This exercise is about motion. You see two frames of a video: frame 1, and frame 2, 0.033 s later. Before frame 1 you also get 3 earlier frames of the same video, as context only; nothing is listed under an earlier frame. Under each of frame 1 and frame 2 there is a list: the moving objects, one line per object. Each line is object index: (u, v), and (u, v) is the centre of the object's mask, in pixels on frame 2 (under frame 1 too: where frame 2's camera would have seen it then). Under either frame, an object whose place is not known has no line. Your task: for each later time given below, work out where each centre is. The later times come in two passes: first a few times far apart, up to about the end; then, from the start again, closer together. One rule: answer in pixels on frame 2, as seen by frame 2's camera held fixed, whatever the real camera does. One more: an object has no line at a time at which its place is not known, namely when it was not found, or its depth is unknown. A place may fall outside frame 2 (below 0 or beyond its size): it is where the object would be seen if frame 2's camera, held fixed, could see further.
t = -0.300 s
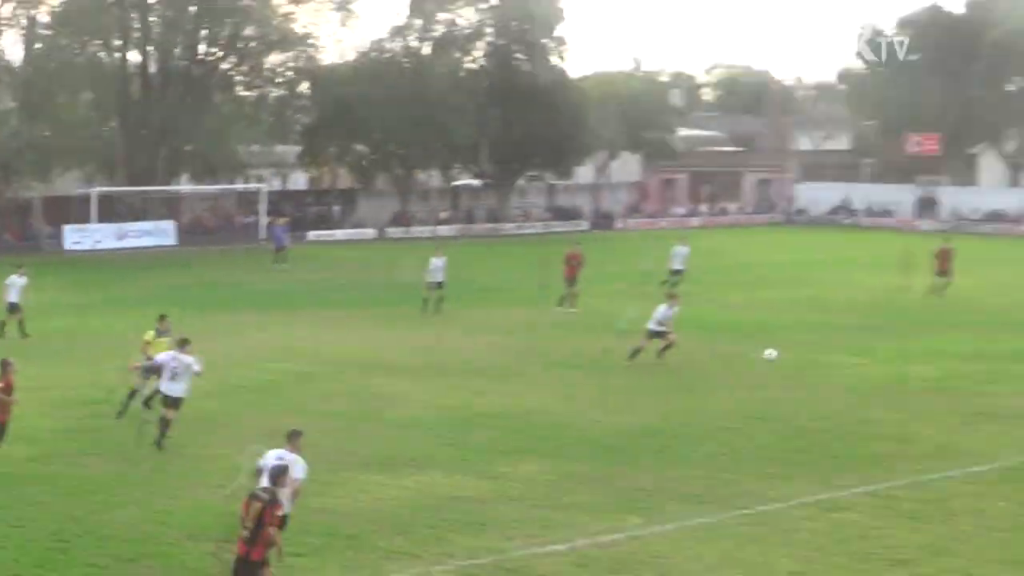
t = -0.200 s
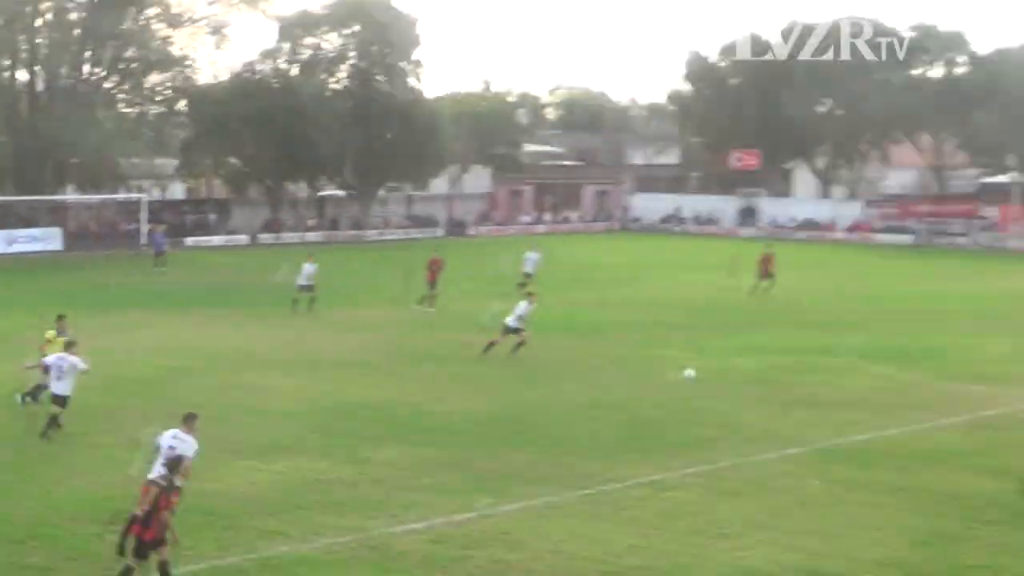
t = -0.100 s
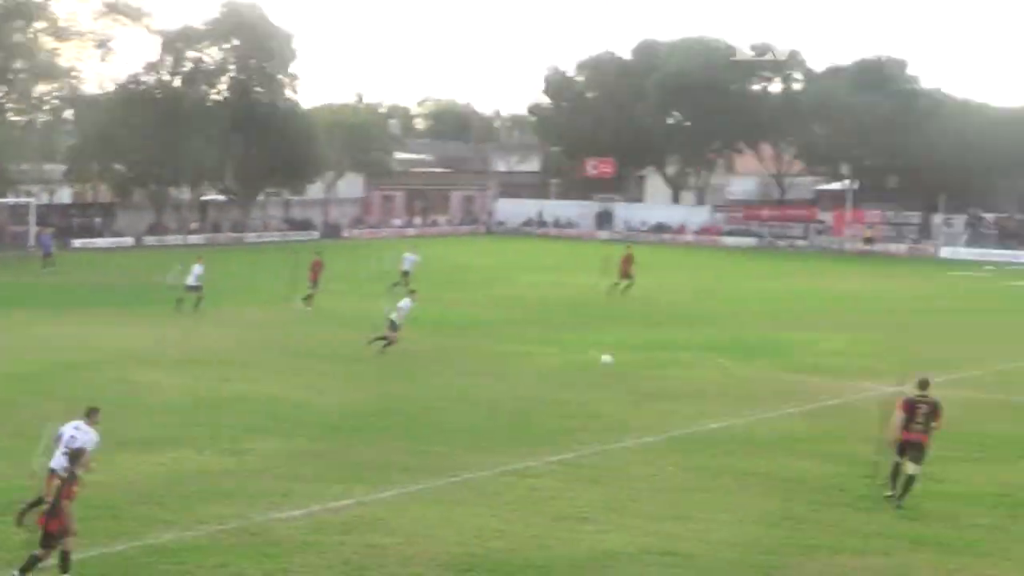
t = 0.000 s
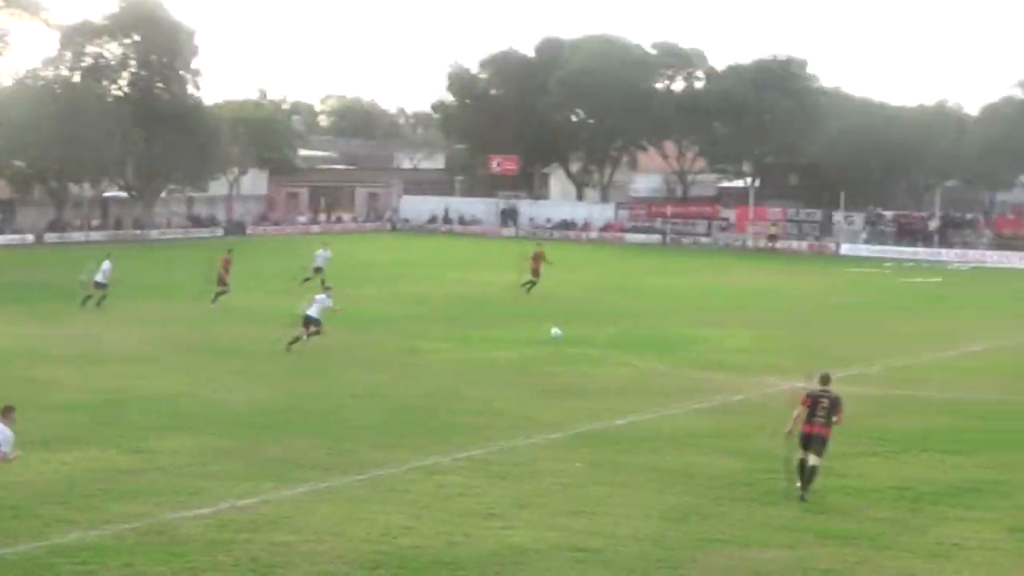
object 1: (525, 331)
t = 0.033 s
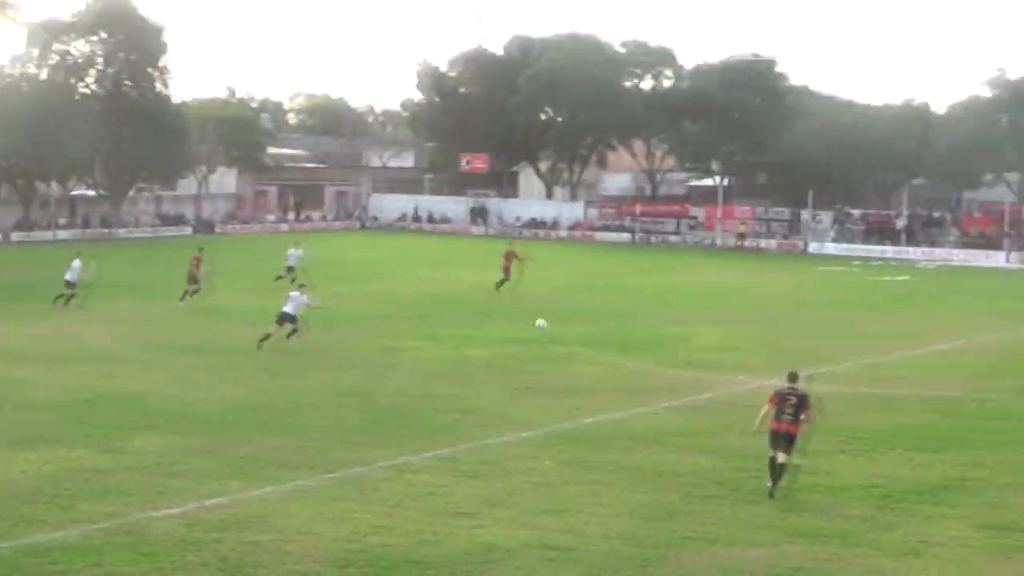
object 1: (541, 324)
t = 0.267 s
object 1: (615, 300)
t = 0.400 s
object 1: (661, 302)
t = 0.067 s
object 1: (556, 318)
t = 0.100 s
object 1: (564, 314)
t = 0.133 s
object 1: (578, 309)
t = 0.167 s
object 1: (594, 306)
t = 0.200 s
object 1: (598, 303)
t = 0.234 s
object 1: (612, 301)
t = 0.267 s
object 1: (615, 300)
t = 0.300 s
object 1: (630, 300)
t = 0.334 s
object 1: (643, 300)
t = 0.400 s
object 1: (661, 302)
